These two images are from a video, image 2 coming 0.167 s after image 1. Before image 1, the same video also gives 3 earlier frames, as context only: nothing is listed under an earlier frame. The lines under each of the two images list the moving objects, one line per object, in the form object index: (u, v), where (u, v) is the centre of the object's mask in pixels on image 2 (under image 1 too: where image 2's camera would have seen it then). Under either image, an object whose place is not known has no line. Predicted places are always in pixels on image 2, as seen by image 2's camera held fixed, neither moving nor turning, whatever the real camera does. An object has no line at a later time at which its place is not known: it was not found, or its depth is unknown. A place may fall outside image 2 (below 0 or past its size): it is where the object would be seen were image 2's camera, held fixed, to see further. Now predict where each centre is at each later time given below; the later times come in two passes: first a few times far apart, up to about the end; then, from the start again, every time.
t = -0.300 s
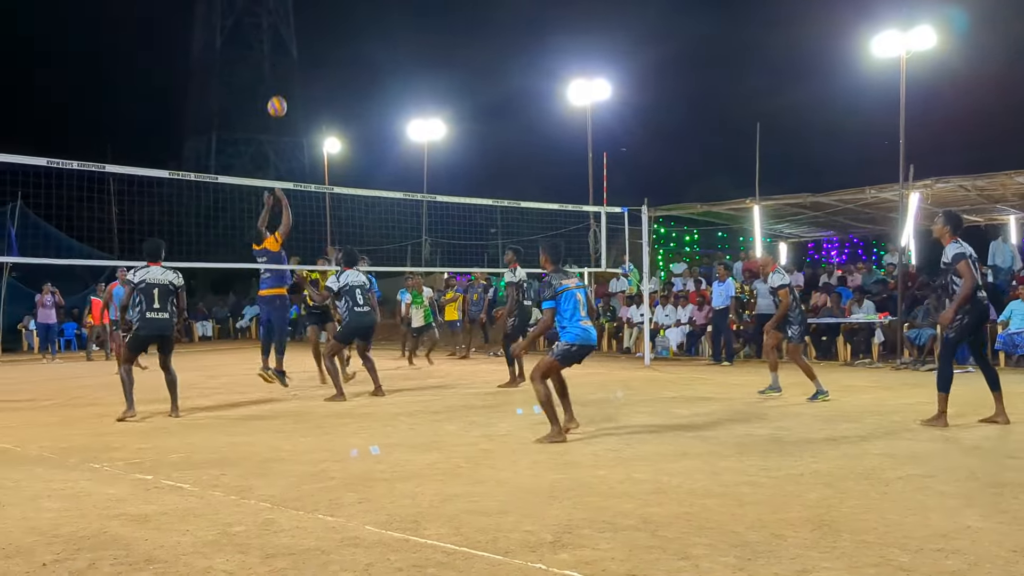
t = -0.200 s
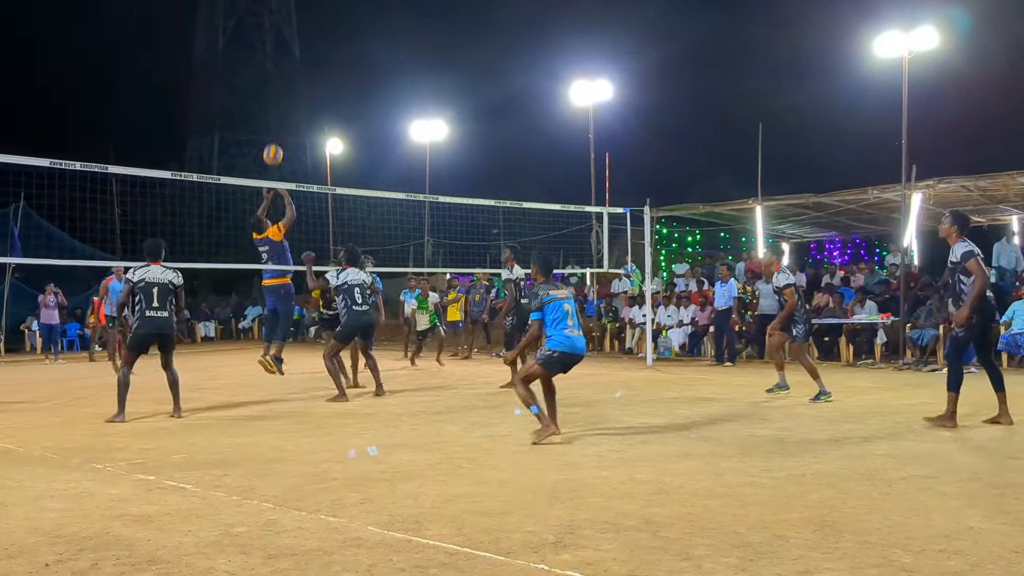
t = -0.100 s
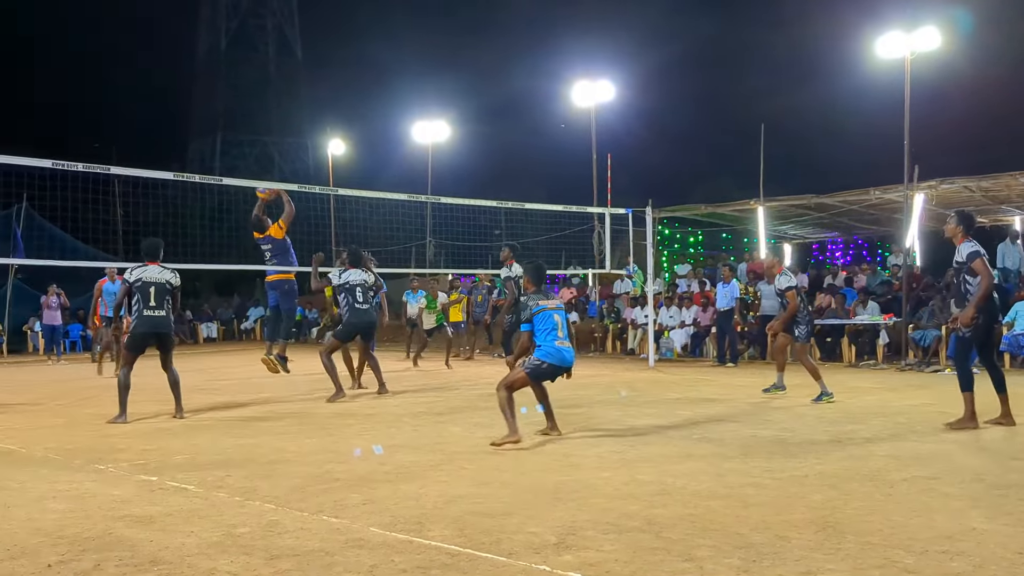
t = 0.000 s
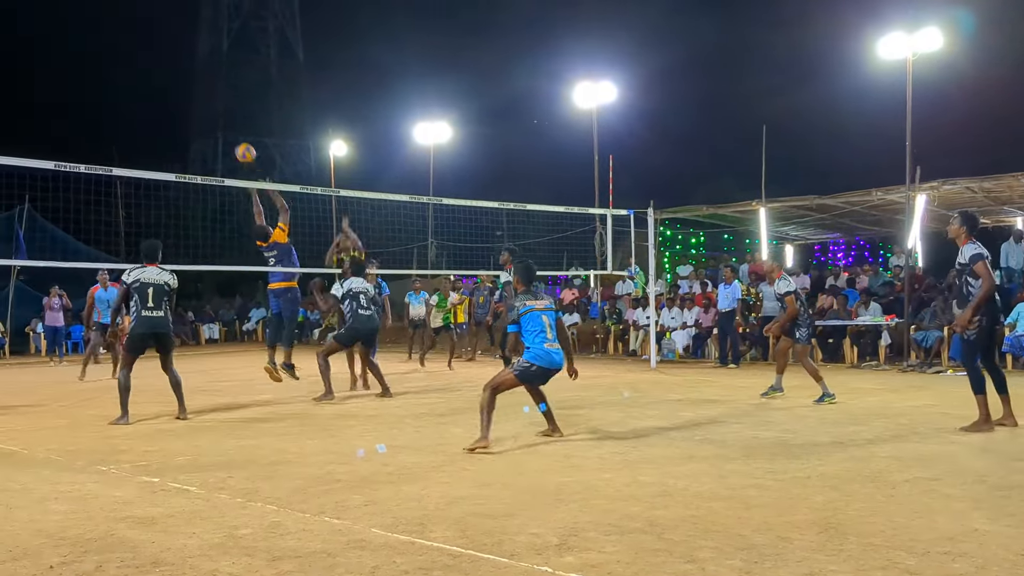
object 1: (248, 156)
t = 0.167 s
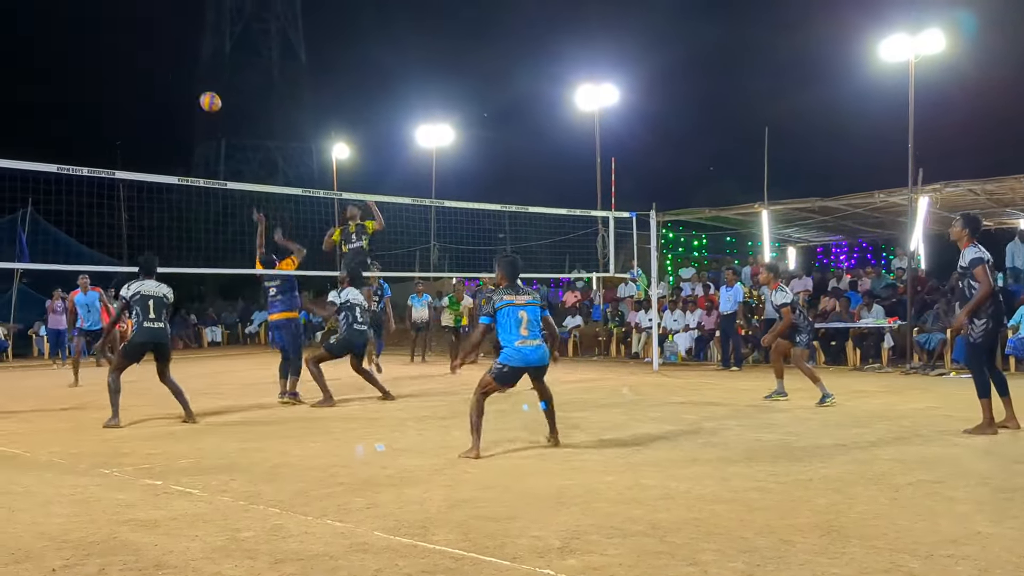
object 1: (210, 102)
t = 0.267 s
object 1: (187, 80)
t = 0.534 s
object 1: (124, 66)
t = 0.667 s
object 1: (91, 83)
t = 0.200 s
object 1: (202, 94)
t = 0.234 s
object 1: (195, 86)
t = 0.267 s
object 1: (187, 80)
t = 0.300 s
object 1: (179, 75)
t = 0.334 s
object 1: (172, 71)
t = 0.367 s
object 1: (164, 68)
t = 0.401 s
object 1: (156, 65)
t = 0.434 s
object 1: (148, 64)
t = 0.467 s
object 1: (140, 64)
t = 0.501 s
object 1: (132, 64)
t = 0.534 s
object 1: (124, 66)
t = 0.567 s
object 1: (116, 69)
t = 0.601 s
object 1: (108, 73)
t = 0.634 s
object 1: (99, 78)
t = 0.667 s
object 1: (91, 83)
